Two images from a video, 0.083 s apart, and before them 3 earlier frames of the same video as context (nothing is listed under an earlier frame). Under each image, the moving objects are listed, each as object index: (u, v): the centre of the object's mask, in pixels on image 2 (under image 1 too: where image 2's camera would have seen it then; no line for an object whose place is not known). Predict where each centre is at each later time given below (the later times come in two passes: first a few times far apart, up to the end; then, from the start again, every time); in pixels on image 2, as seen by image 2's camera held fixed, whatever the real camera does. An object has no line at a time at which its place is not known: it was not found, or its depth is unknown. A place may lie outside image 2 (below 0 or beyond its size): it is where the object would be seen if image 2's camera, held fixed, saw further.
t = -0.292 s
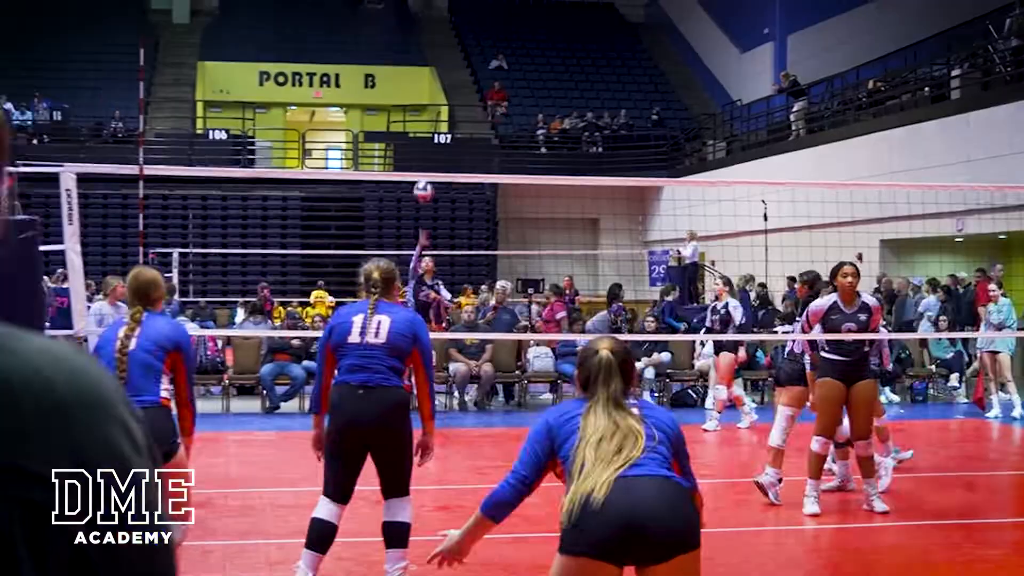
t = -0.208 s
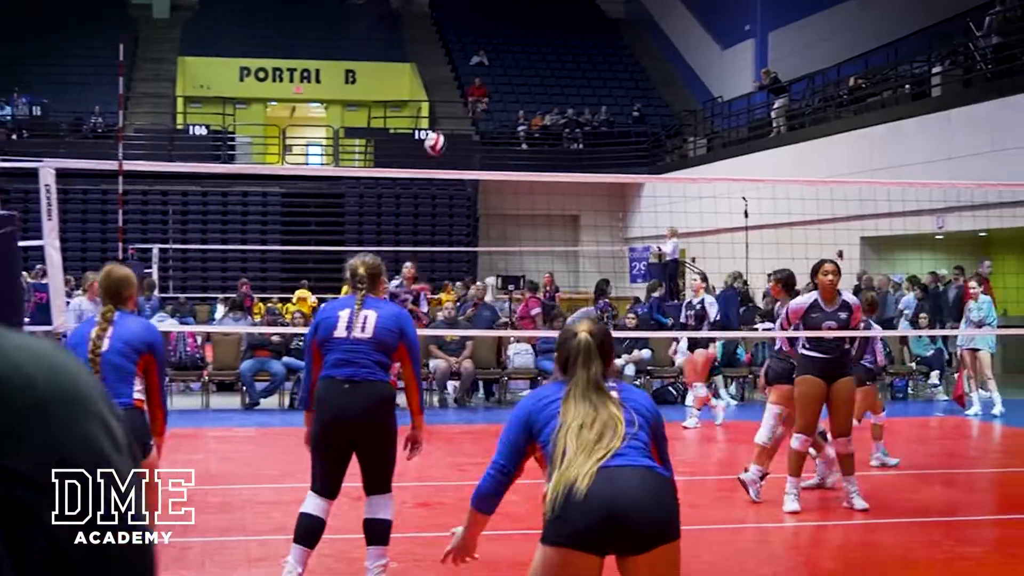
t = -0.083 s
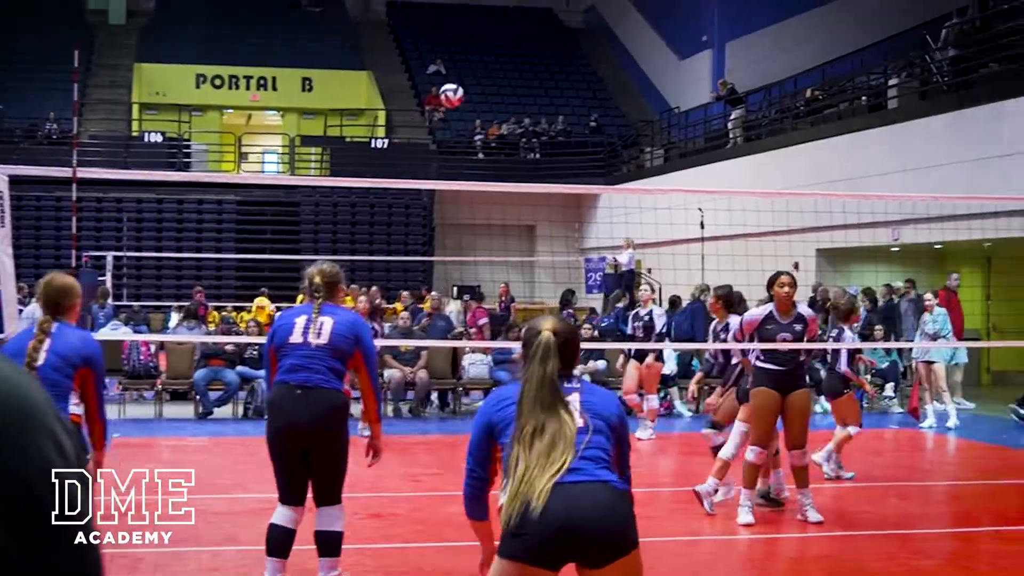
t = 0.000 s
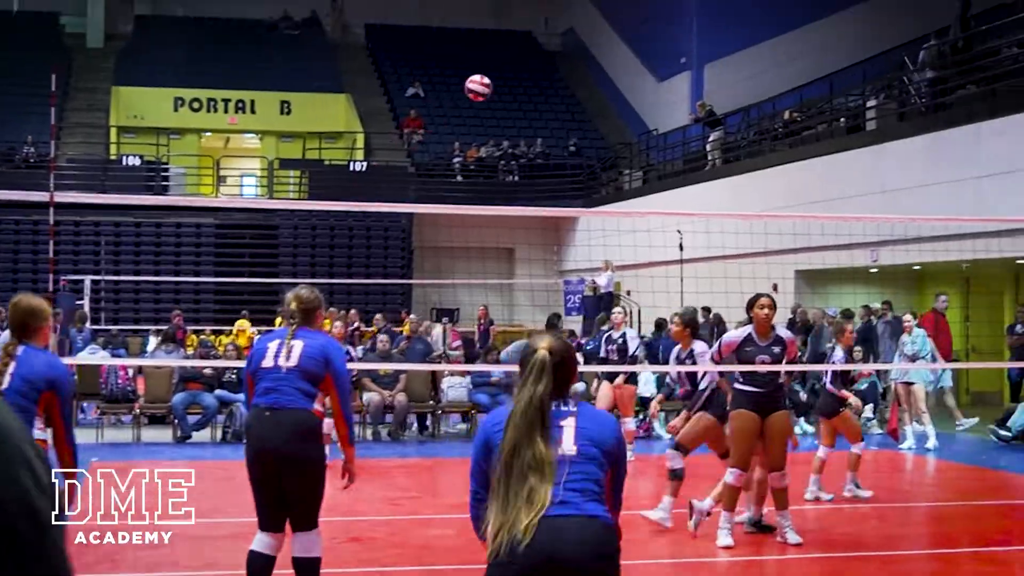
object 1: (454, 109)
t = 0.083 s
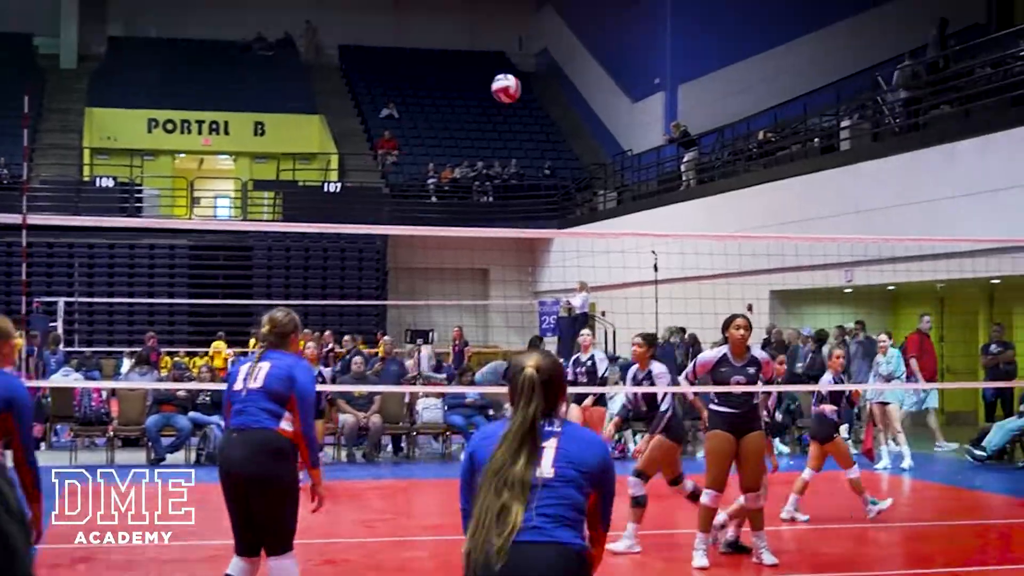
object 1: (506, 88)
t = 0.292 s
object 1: (681, 90)
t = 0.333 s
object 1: (727, 105)
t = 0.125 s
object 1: (535, 82)
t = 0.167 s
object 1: (567, 78)
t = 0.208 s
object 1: (602, 77)
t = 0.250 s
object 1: (640, 82)
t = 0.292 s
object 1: (681, 90)
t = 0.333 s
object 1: (727, 105)
